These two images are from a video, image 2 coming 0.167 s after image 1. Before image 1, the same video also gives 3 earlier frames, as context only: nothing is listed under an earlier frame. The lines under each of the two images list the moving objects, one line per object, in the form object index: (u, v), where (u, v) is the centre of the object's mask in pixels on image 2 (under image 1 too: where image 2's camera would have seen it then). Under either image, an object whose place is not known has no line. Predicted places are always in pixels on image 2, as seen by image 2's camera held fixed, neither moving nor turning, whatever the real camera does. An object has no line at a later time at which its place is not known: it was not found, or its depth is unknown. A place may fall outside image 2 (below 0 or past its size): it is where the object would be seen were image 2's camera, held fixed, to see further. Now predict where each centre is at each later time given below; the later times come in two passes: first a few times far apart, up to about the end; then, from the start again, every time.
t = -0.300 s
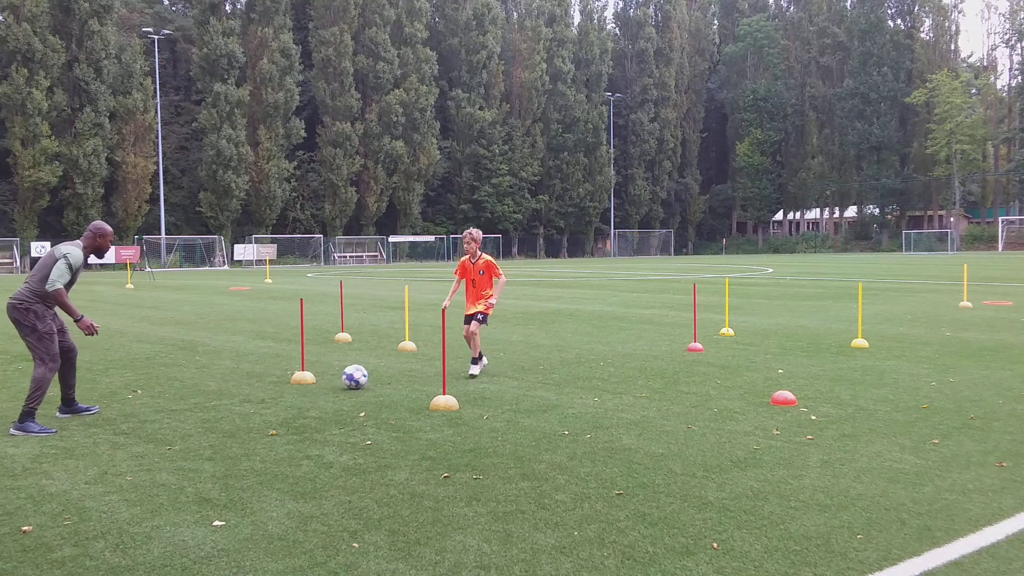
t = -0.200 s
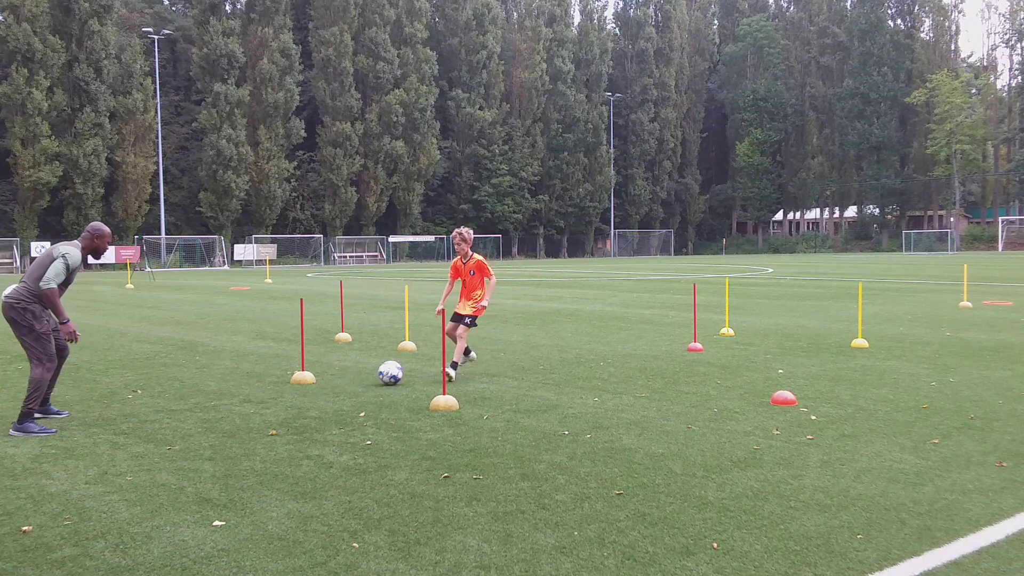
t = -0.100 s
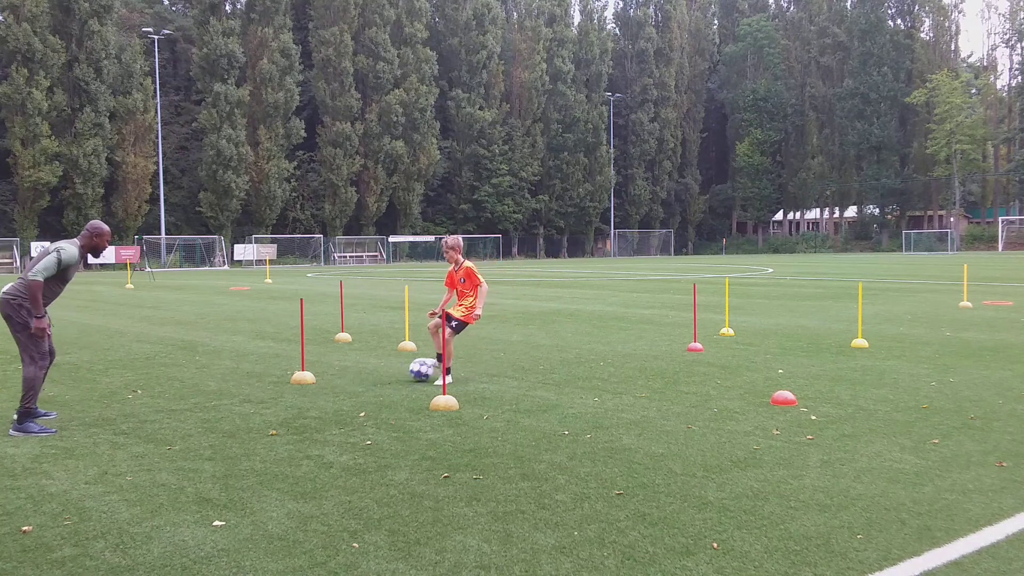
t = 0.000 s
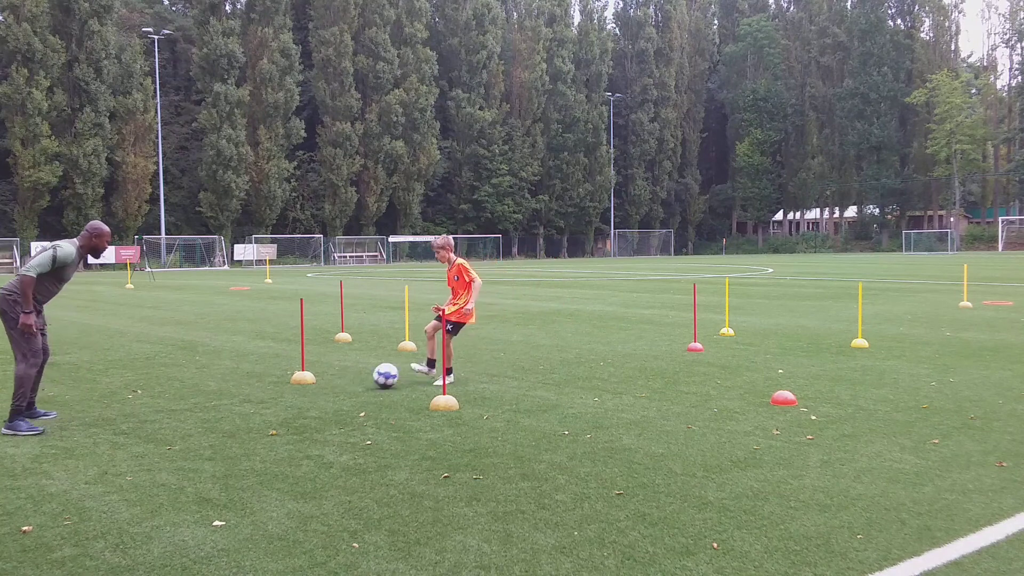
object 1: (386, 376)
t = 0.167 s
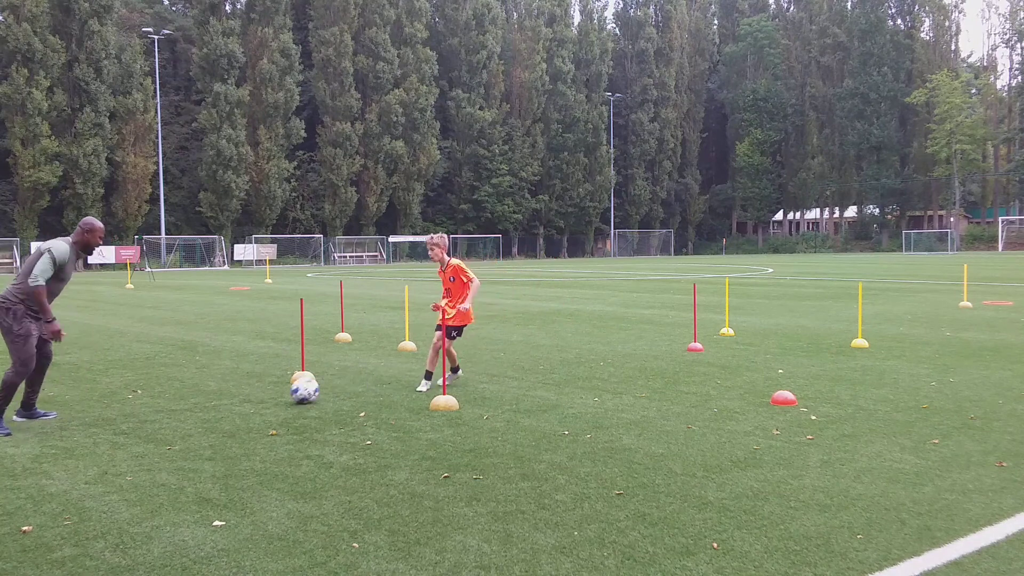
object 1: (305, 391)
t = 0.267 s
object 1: (257, 399)
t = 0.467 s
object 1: (162, 415)
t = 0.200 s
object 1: (289, 393)
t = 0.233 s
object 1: (273, 396)
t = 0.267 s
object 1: (257, 399)
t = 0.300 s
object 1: (242, 401)
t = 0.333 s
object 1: (227, 403)
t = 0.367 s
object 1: (211, 407)
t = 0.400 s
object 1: (195, 411)
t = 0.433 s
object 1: (178, 413)
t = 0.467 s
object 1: (162, 415)
